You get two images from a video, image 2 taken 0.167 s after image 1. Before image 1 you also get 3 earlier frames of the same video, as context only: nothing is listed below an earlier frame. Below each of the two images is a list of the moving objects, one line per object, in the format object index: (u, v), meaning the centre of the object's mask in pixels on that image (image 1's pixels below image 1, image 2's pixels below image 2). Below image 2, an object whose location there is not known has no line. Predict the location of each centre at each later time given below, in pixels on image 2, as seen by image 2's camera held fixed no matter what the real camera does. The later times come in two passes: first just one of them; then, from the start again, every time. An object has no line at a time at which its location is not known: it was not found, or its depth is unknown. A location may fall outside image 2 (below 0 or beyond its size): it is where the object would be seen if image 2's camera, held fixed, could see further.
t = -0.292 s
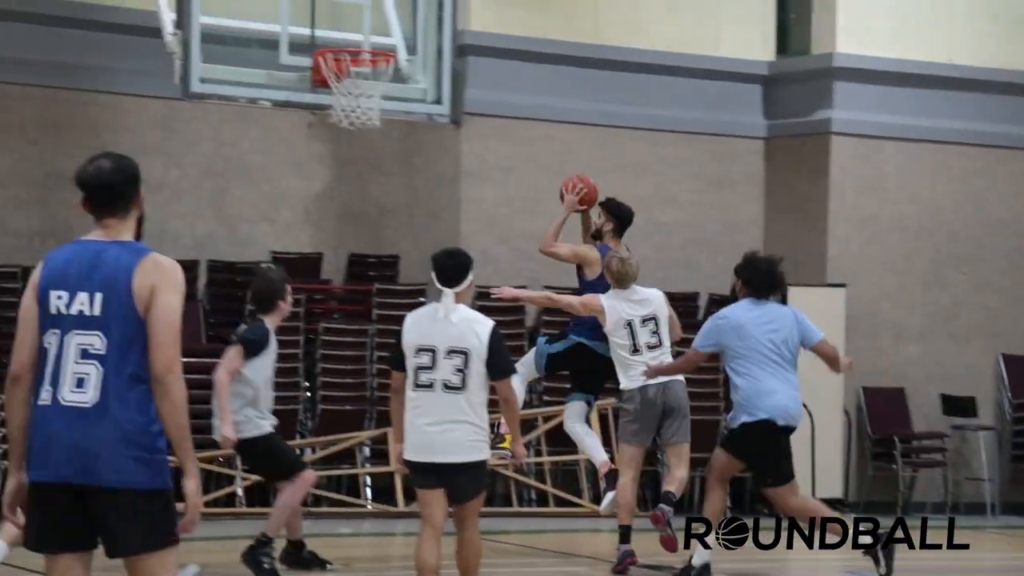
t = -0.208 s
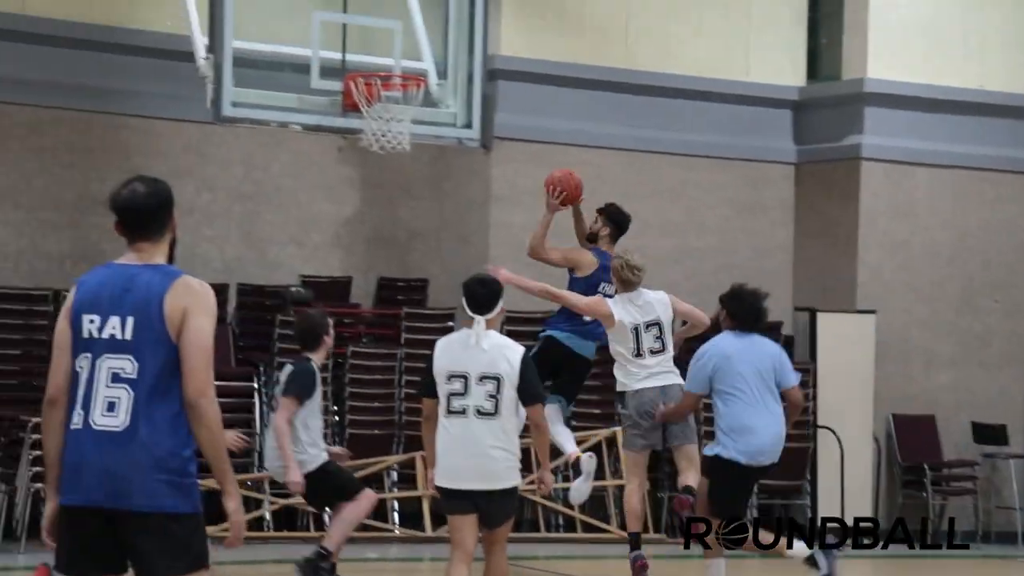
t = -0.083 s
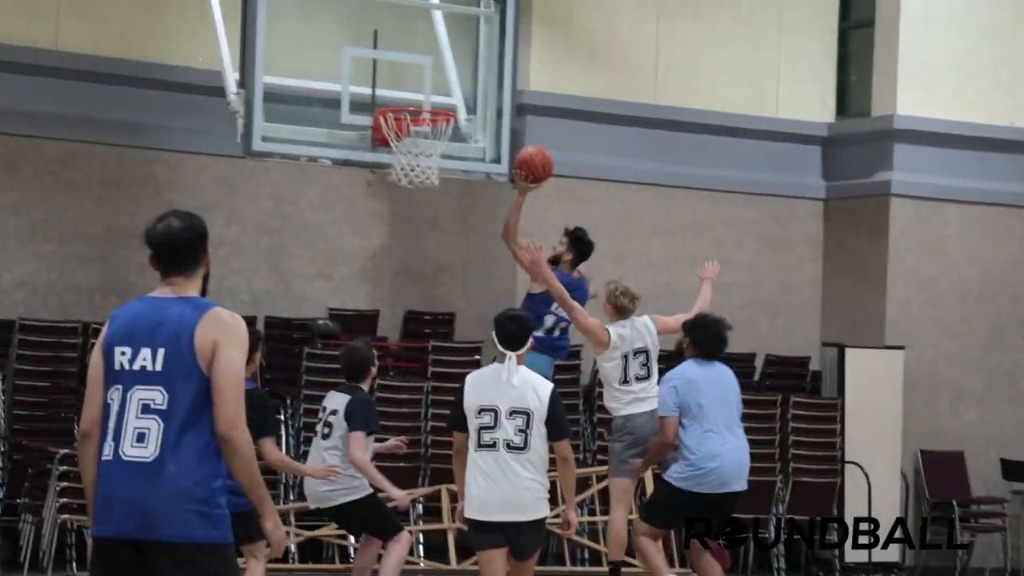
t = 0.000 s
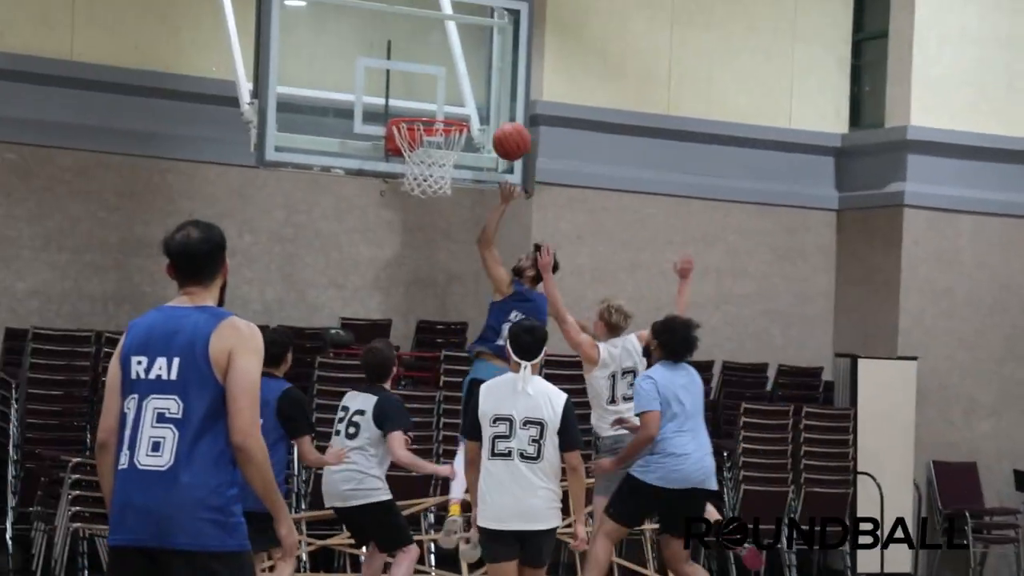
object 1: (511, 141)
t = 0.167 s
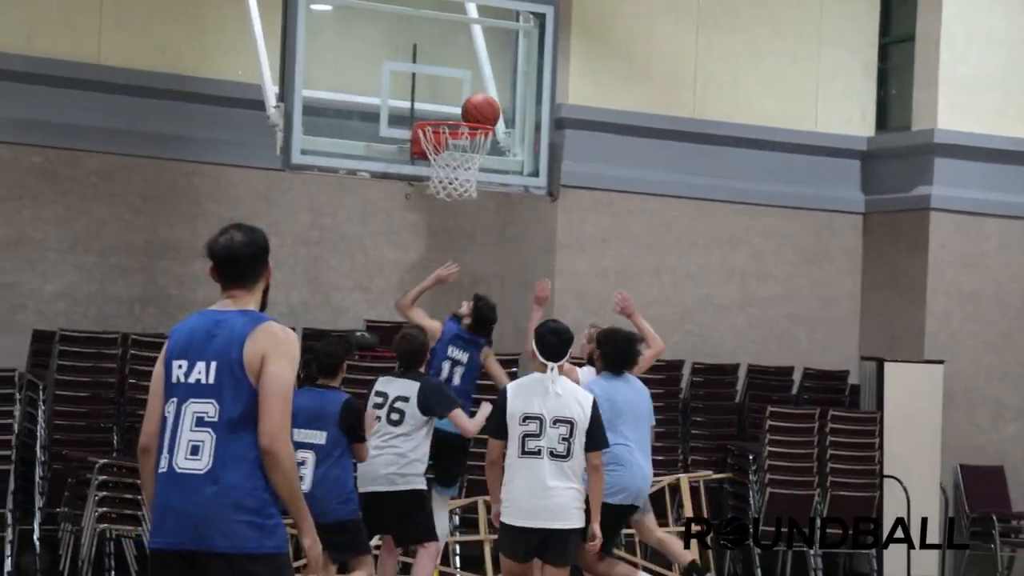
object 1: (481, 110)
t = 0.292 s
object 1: (474, 105)
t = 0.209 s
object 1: (478, 110)
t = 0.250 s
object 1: (476, 108)
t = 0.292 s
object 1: (474, 105)
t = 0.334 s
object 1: (474, 103)
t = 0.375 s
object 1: (472, 104)
